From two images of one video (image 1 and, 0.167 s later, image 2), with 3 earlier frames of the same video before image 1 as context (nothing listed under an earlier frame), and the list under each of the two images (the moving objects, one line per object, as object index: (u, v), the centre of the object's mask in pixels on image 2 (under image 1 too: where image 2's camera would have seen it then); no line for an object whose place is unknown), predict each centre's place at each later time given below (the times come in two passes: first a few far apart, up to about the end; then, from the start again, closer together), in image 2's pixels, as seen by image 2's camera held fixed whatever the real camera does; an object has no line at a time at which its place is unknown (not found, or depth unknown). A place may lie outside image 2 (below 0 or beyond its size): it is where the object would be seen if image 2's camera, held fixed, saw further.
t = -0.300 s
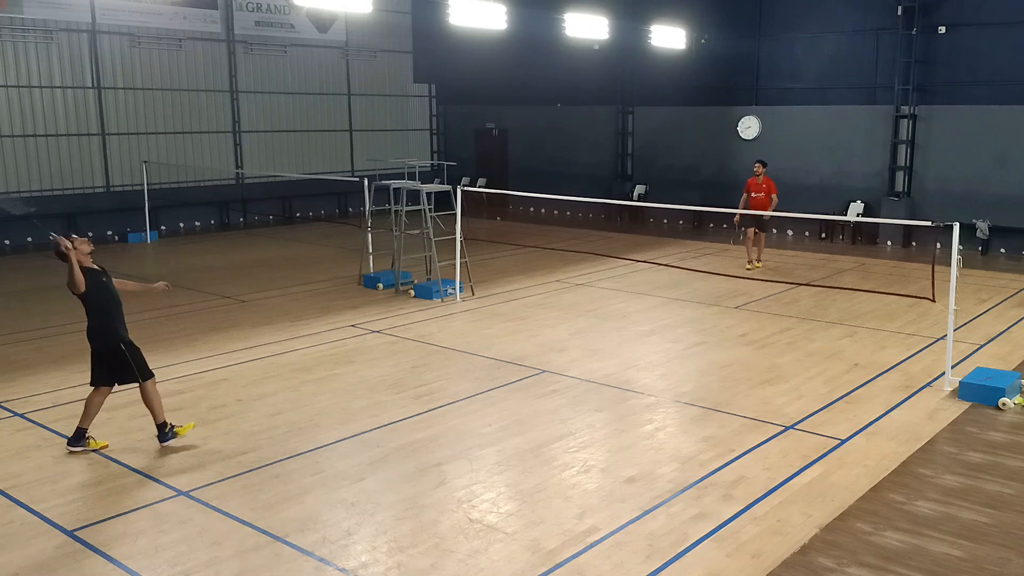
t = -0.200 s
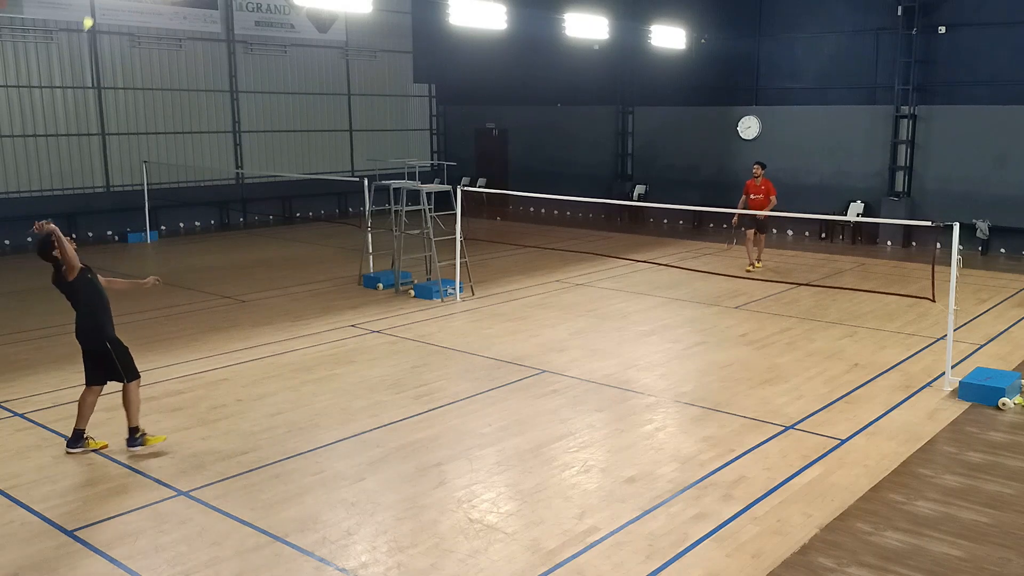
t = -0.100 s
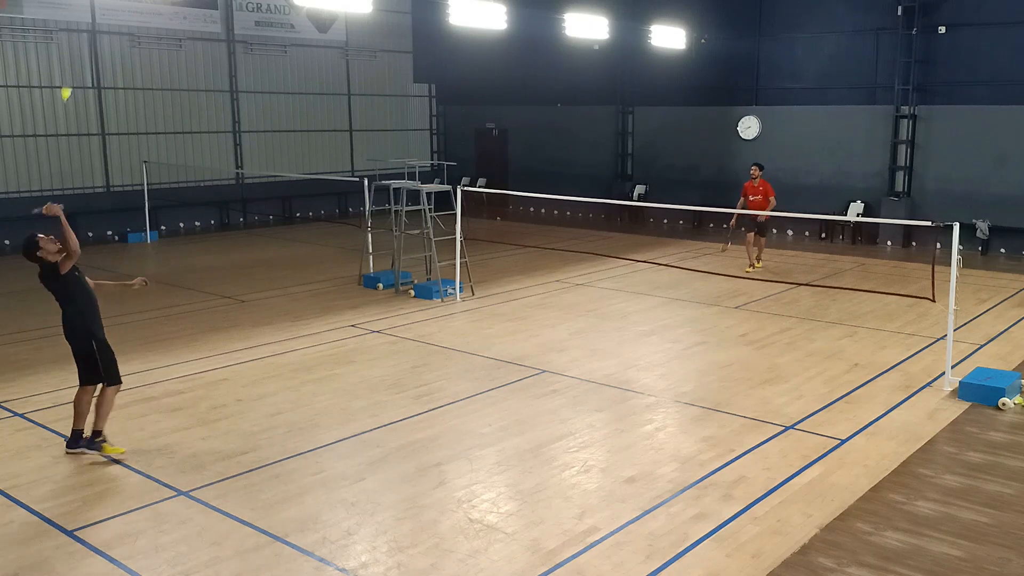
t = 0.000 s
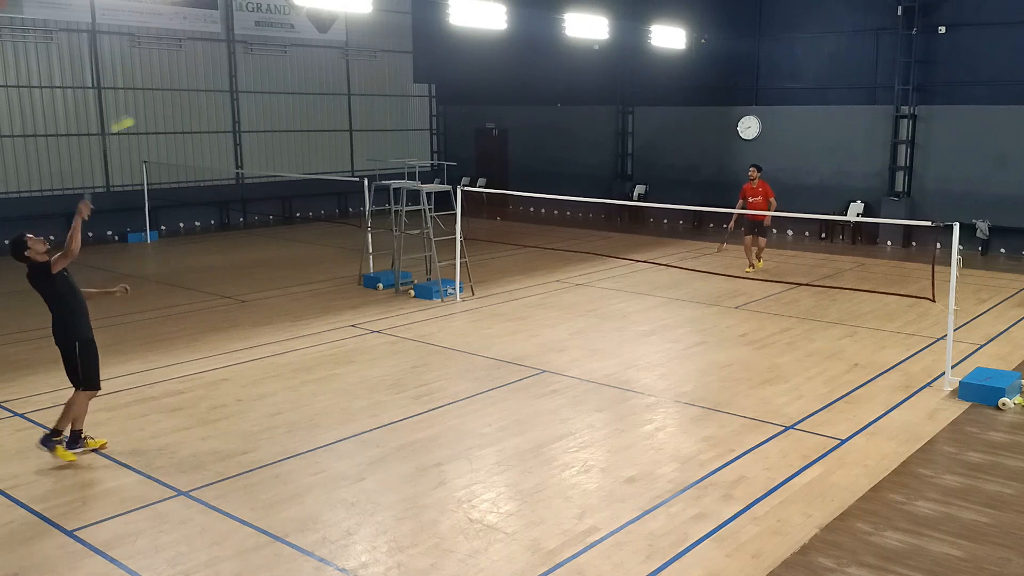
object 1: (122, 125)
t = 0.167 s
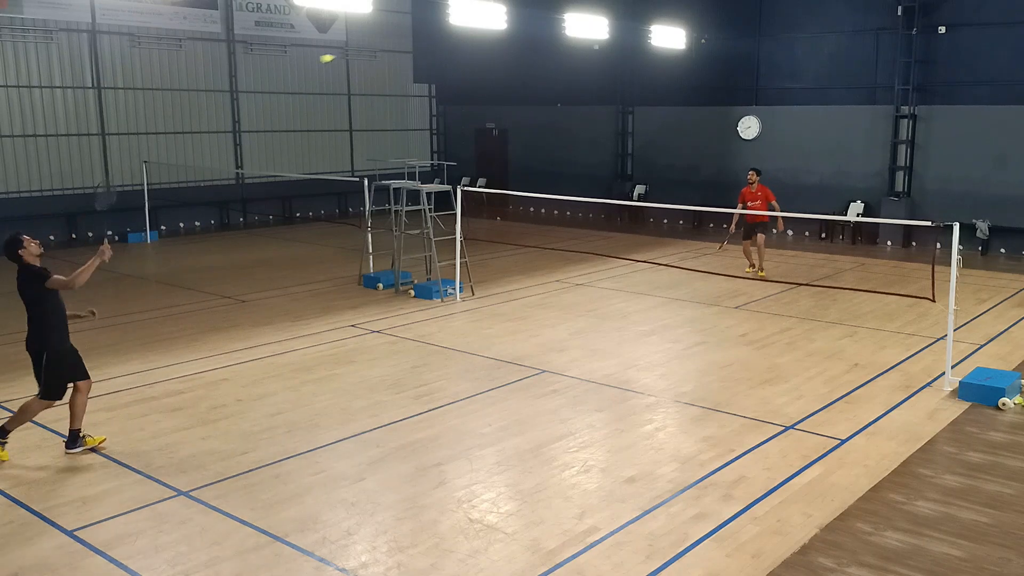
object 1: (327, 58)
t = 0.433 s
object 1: (483, 62)
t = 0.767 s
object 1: (581, 137)
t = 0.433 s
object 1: (483, 62)
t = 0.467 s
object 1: (496, 67)
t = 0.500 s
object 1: (508, 73)
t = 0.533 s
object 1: (519, 79)
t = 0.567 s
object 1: (530, 86)
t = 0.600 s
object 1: (540, 93)
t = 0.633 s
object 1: (549, 102)
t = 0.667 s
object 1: (558, 110)
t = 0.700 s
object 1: (566, 119)
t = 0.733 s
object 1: (574, 128)
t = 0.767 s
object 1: (581, 137)
